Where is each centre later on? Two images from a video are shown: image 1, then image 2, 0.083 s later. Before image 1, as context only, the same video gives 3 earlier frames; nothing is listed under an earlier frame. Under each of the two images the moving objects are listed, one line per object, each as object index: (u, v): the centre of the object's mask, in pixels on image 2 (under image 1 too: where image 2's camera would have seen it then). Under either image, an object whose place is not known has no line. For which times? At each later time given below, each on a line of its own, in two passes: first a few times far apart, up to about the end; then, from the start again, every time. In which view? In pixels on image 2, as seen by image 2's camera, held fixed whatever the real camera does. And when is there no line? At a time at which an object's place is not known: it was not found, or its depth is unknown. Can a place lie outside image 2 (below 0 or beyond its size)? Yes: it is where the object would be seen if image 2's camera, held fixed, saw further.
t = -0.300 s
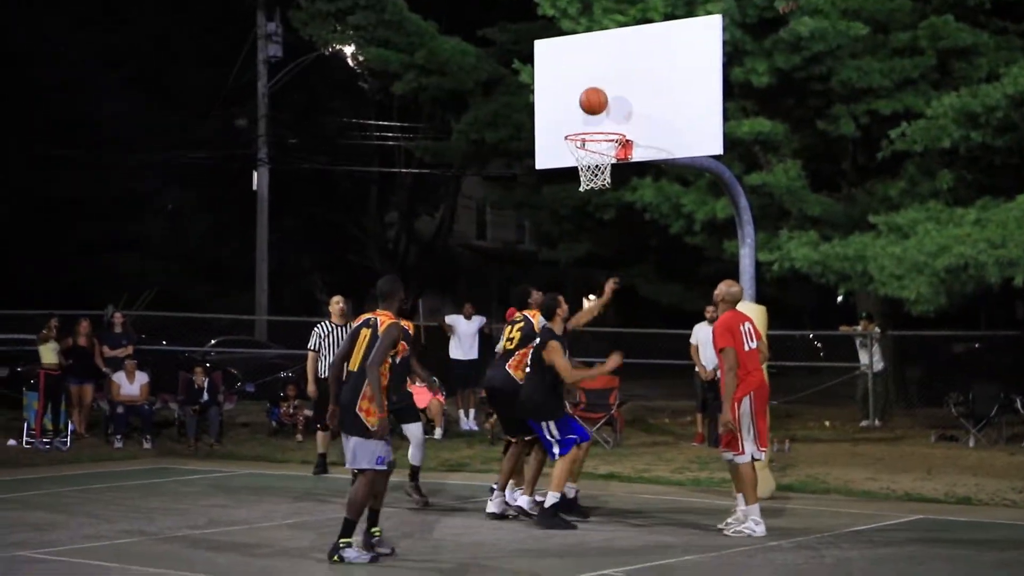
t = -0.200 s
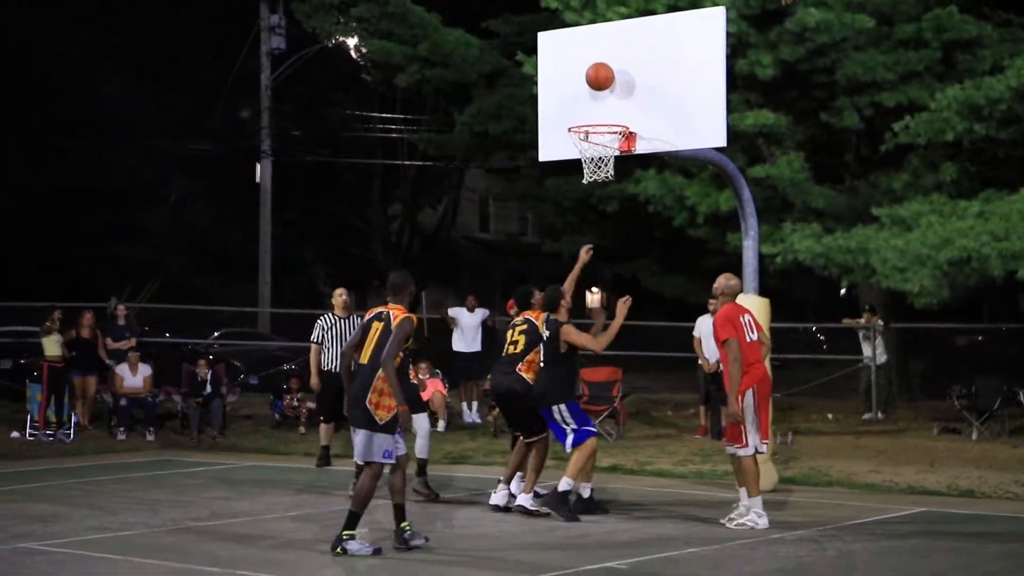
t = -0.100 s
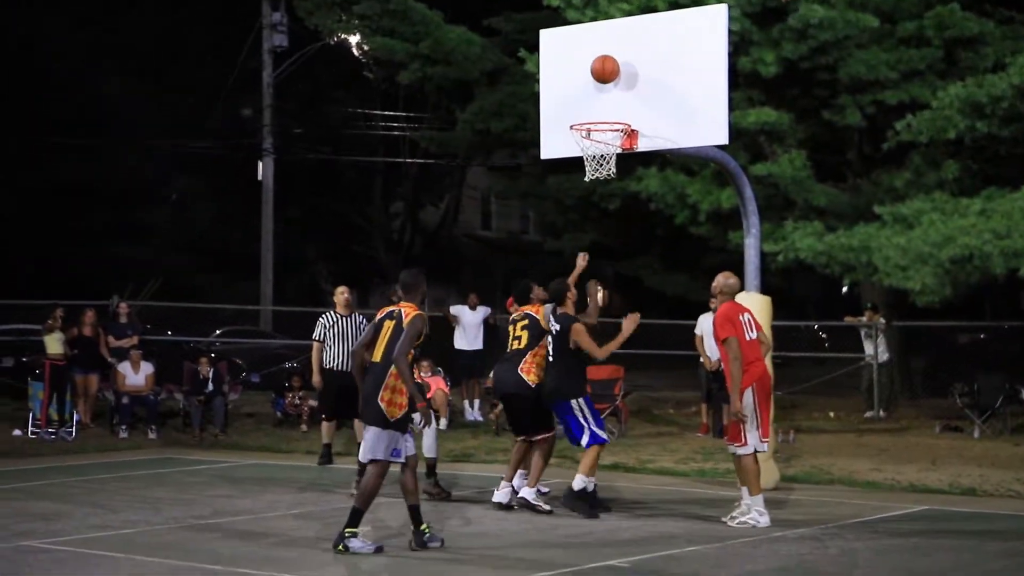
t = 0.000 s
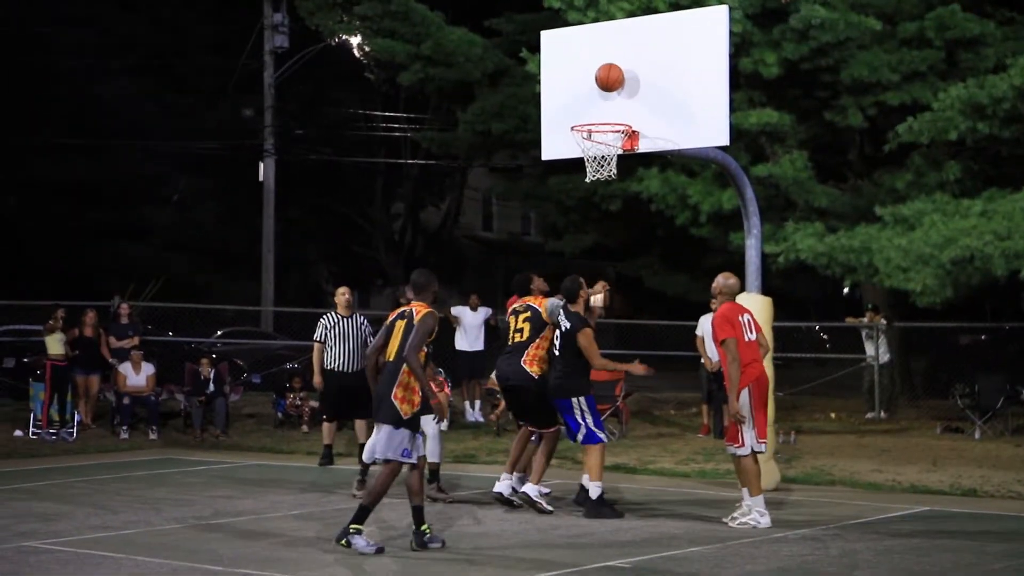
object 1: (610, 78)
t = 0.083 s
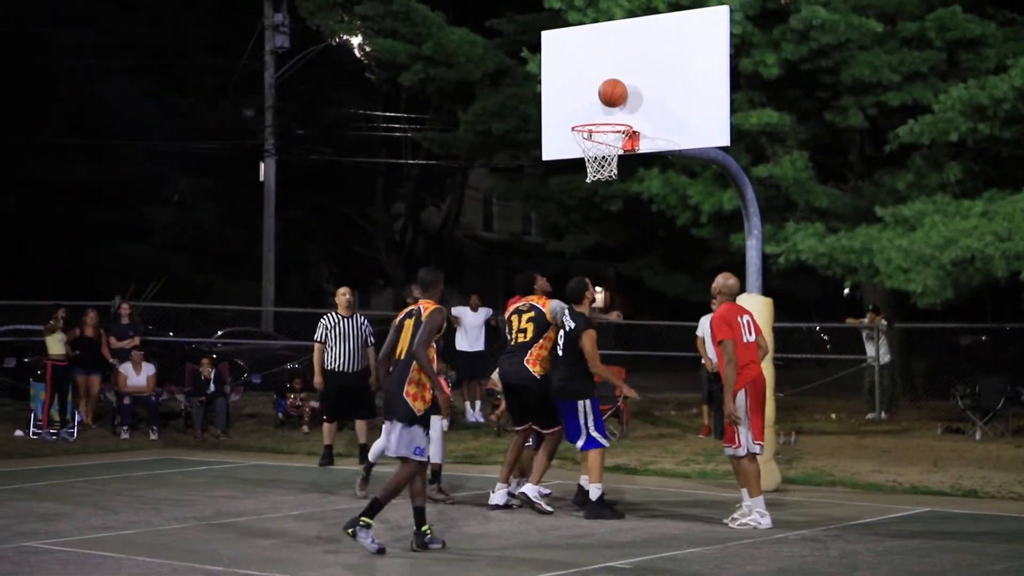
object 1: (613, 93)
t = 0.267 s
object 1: (613, 100)
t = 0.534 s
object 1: (608, 99)
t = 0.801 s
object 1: (602, 99)
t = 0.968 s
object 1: (598, 113)
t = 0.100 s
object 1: (613, 97)
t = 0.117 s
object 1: (614, 101)
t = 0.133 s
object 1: (614, 105)
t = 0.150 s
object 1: (614, 109)
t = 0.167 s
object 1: (614, 112)
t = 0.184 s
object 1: (614, 114)
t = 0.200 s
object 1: (614, 112)
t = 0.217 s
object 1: (614, 109)
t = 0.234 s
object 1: (613, 106)
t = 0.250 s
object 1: (613, 103)
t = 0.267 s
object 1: (613, 100)
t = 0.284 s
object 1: (612, 97)
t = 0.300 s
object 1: (612, 95)
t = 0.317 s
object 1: (612, 93)
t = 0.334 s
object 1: (611, 92)
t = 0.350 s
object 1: (611, 91)
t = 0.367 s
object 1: (611, 90)
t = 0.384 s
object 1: (611, 89)
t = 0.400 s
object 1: (611, 89)
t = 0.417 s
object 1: (610, 89)
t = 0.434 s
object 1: (610, 89)
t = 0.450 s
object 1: (610, 90)
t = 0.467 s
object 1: (609, 91)
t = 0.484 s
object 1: (609, 93)
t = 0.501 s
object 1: (609, 95)
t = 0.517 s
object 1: (608, 97)
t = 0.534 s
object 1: (608, 99)
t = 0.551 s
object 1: (608, 102)
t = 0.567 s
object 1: (608, 105)
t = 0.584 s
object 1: (607, 109)
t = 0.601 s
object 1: (607, 111)
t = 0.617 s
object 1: (606, 113)
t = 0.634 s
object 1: (606, 115)
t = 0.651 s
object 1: (606, 111)
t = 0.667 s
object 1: (605, 109)
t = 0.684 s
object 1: (605, 107)
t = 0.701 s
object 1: (604, 105)
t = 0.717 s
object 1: (604, 103)
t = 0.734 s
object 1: (603, 102)
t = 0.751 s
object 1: (603, 100)
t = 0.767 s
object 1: (603, 100)
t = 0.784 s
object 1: (603, 99)
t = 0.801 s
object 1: (602, 99)
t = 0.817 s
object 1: (602, 99)
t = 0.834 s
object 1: (601, 99)
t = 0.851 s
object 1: (601, 100)
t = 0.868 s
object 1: (601, 101)
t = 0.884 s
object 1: (600, 103)
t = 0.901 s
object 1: (600, 105)
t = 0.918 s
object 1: (599, 107)
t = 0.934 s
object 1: (599, 109)
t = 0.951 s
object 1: (598, 111)
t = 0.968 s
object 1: (598, 113)
